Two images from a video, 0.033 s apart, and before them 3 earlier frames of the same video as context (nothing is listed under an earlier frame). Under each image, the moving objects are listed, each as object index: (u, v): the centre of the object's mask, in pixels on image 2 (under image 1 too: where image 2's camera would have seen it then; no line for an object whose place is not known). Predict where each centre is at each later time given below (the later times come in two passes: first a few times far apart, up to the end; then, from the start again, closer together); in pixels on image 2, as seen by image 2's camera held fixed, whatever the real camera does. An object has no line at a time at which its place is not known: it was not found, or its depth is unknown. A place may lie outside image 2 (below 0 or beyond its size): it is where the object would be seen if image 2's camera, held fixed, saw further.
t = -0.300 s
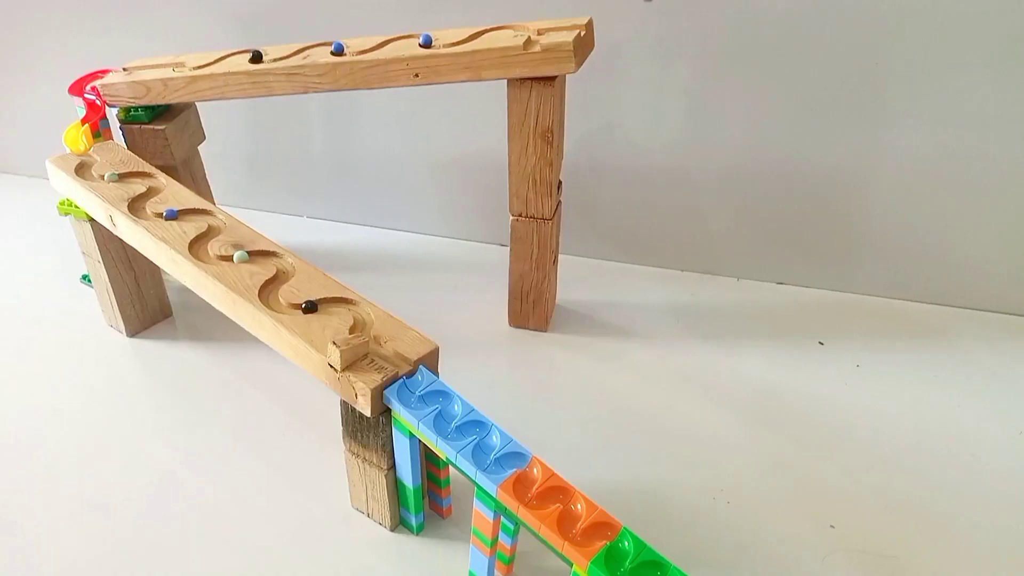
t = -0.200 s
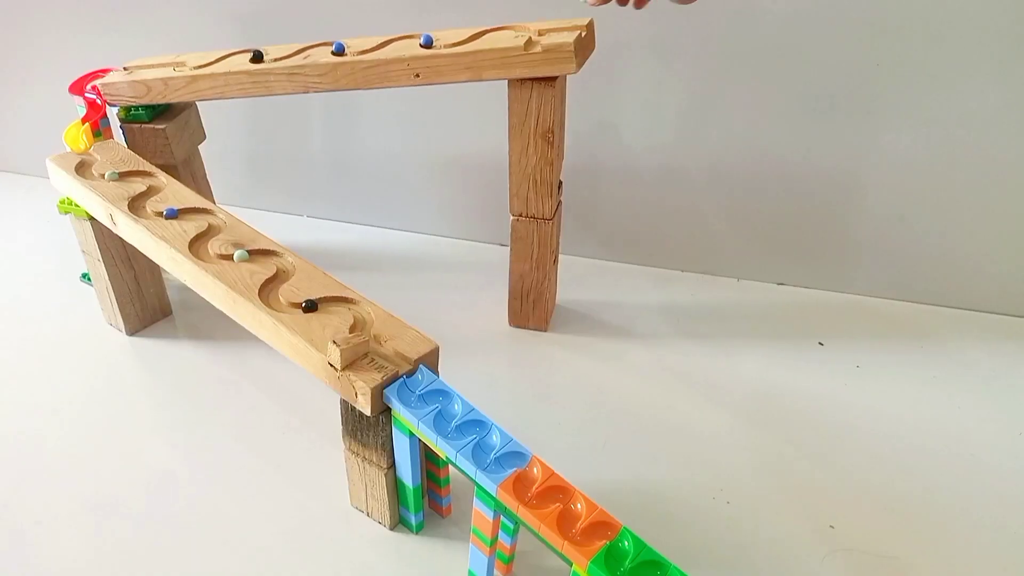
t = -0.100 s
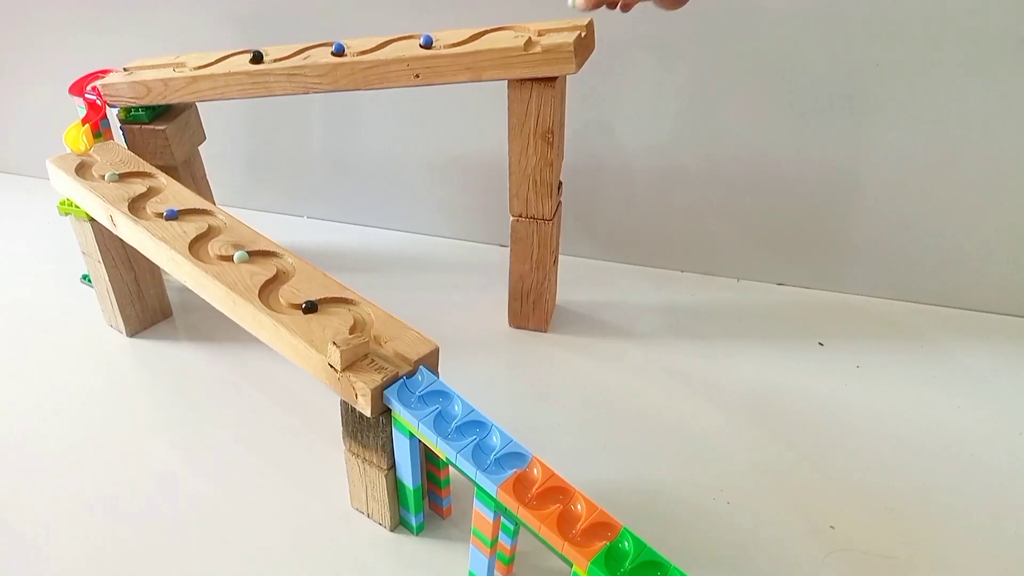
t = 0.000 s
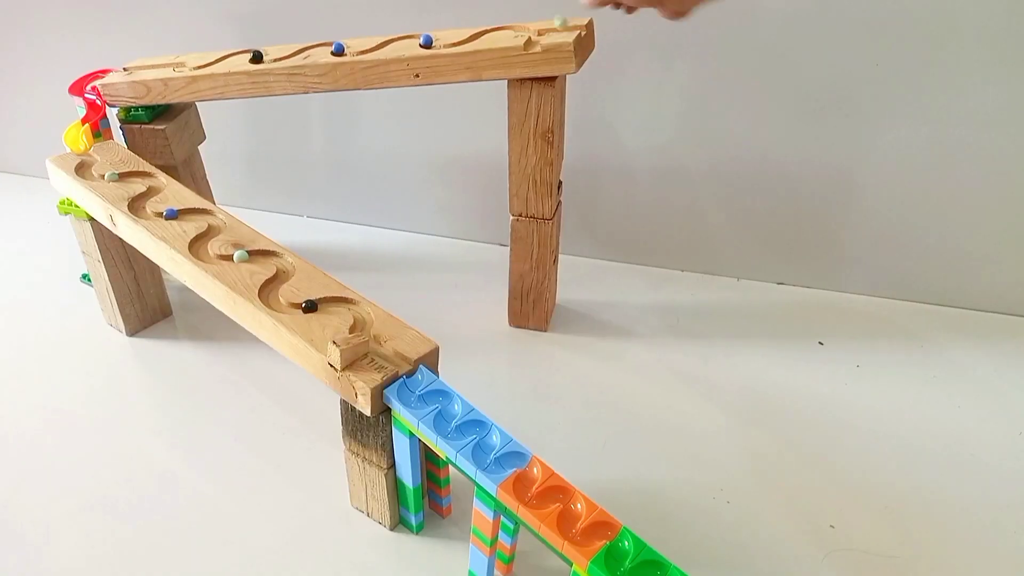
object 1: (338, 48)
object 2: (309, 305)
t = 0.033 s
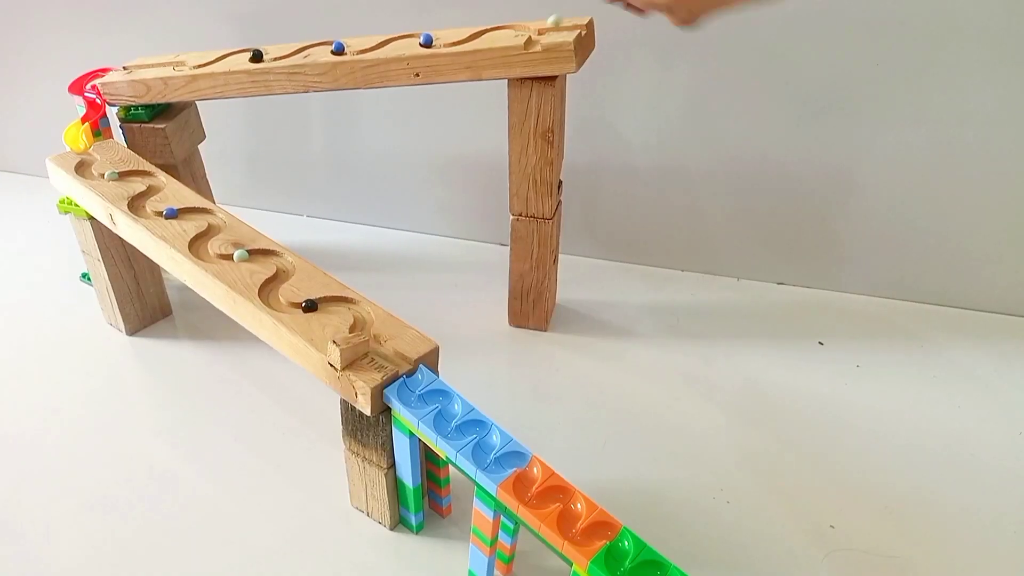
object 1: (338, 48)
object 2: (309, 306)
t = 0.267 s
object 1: (338, 48)
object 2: (309, 305)
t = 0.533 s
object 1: (338, 48)
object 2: (309, 305)
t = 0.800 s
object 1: (338, 48)
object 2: (309, 305)
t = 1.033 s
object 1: (338, 48)
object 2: (309, 305)
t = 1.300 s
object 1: (338, 48)
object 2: (309, 306)
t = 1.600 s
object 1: (339, 48)
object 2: (309, 305)
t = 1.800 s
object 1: (340, 42)
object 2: (309, 306)
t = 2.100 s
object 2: (309, 306)
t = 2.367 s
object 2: (309, 306)
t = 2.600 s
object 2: (309, 306)
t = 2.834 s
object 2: (309, 306)
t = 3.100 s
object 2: (309, 305)
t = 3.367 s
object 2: (309, 306)
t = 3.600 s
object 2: (309, 306)
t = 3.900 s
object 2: (309, 306)
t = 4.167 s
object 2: (309, 306)
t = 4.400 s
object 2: (309, 305)
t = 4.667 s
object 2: (309, 305)
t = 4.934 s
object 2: (309, 306)
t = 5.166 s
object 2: (309, 306)
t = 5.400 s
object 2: (309, 306)
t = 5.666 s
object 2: (310, 305)
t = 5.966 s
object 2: (310, 305)
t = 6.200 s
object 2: (310, 305)
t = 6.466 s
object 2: (309, 305)
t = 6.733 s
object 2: (310, 305)
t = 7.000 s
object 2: (309, 306)
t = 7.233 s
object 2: (309, 305)
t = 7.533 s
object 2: (326, 300)
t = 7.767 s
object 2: (356, 305)
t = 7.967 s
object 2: (365, 324)
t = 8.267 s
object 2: (383, 348)
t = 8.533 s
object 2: (409, 386)
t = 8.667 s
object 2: (425, 400)
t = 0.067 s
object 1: (338, 48)
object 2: (309, 305)
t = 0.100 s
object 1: (338, 48)
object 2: (309, 306)
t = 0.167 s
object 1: (338, 48)
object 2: (309, 306)
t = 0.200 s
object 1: (338, 48)
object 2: (309, 305)
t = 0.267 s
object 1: (338, 48)
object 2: (309, 305)
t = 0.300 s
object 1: (338, 48)
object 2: (309, 306)
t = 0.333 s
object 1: (338, 48)
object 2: (309, 305)
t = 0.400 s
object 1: (338, 48)
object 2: (309, 305)
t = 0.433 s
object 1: (338, 48)
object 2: (309, 306)
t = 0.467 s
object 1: (338, 48)
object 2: (309, 306)
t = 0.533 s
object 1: (338, 48)
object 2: (309, 305)
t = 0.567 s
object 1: (338, 48)
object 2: (309, 305)
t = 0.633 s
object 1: (338, 48)
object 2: (309, 306)
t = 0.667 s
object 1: (338, 48)
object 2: (309, 306)
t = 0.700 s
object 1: (338, 48)
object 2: (309, 305)
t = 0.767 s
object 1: (338, 48)
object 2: (309, 306)
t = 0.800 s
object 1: (338, 48)
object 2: (309, 305)
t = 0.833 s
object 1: (338, 48)
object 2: (309, 305)
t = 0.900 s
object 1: (338, 48)
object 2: (309, 305)
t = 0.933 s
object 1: (338, 48)
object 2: (310, 305)
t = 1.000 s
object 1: (338, 48)
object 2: (309, 305)
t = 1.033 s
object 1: (338, 48)
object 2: (309, 305)
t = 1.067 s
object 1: (338, 48)
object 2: (309, 305)
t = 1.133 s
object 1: (338, 48)
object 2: (310, 305)
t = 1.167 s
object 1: (338, 48)
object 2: (310, 305)
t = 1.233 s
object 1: (338, 48)
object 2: (309, 306)
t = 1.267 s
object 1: (338, 48)
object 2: (309, 306)
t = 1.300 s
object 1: (338, 48)
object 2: (309, 306)
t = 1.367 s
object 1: (338, 48)
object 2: (309, 305)
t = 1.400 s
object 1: (338, 48)
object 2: (309, 306)
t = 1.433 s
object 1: (338, 48)
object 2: (309, 306)
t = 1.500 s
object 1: (338, 48)
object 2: (309, 305)
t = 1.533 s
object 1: (338, 48)
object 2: (309, 305)
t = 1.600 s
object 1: (339, 48)
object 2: (309, 305)
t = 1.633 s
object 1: (339, 48)
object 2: (309, 305)
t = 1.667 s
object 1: (339, 47)
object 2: (309, 306)
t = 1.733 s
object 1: (339, 44)
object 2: (309, 306)
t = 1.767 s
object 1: (340, 43)
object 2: (309, 305)
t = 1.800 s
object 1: (340, 42)
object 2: (309, 306)
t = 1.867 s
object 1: (332, 40)
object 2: (309, 305)
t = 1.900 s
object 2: (309, 306)
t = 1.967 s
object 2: (309, 306)
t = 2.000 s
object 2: (309, 306)
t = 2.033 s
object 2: (309, 306)
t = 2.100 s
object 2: (309, 306)
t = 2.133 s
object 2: (309, 305)
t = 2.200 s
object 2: (309, 306)
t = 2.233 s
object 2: (309, 305)
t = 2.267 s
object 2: (309, 305)
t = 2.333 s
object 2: (309, 306)
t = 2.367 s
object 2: (309, 306)
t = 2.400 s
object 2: (309, 306)
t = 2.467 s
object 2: (309, 306)
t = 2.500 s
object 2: (309, 306)
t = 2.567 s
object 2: (309, 305)
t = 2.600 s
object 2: (309, 306)
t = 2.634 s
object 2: (309, 306)
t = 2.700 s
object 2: (309, 306)
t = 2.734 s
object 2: (309, 306)
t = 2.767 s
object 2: (309, 305)
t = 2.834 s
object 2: (309, 306)
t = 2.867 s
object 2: (309, 305)
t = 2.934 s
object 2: (309, 306)
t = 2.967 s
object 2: (309, 306)
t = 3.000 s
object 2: (309, 306)
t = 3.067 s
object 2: (309, 306)
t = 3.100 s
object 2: (309, 305)
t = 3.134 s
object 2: (309, 305)
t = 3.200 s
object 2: (309, 306)
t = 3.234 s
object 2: (309, 306)
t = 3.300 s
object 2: (309, 306)
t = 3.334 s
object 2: (309, 306)
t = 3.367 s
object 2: (309, 306)
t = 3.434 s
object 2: (309, 305)
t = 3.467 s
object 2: (309, 305)
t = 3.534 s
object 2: (309, 306)
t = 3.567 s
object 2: (309, 306)
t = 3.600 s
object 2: (309, 306)
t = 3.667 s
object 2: (309, 306)
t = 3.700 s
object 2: (309, 305)
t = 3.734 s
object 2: (309, 305)
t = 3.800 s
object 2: (309, 306)
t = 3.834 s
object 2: (309, 306)
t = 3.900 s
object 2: (309, 306)
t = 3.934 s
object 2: (309, 306)
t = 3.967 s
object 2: (309, 305)
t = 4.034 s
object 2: (309, 305)
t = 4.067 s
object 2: (309, 306)
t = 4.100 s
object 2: (309, 305)
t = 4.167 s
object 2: (309, 306)
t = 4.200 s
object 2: (309, 306)
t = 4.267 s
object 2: (309, 305)
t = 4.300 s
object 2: (309, 306)
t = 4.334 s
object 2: (309, 305)
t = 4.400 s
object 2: (309, 305)
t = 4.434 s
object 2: (309, 306)
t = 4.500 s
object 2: (309, 306)
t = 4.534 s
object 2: (309, 306)
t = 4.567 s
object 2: (309, 306)
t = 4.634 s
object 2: (309, 305)
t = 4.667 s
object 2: (309, 305)
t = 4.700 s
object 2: (309, 306)
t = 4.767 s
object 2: (309, 306)
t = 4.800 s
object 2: (309, 306)
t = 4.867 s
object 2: (309, 306)
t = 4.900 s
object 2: (309, 306)
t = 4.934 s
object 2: (309, 306)
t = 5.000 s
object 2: (309, 305)
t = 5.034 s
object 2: (309, 305)
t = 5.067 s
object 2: (309, 306)
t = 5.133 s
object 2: (309, 306)
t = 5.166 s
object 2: (309, 306)
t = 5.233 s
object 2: (309, 305)
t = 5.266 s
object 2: (309, 305)
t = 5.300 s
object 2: (309, 305)
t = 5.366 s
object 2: (309, 306)
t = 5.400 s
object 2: (309, 306)
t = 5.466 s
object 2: (309, 306)
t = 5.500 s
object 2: (309, 305)
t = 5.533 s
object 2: (310, 305)
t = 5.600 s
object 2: (310, 305)
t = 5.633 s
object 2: (310, 305)
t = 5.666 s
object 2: (310, 305)
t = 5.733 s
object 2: (309, 305)
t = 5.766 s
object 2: (309, 305)
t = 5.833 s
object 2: (310, 305)
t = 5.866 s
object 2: (309, 305)
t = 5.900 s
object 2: (310, 305)
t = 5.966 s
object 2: (310, 305)
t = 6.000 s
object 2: (309, 305)
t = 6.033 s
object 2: (310, 305)
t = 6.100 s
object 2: (309, 305)
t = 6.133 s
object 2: (310, 305)
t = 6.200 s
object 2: (310, 305)
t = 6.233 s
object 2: (310, 305)
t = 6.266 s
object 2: (309, 305)
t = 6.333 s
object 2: (309, 305)
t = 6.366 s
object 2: (310, 305)
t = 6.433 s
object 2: (310, 305)
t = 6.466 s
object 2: (309, 305)
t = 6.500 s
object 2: (309, 306)
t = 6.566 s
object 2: (309, 305)
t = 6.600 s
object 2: (310, 305)
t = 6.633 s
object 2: (310, 305)
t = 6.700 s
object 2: (309, 305)
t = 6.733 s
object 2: (310, 305)
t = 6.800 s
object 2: (309, 306)
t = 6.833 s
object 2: (309, 305)
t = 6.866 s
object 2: (309, 306)
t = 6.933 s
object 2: (309, 306)
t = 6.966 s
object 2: (309, 305)
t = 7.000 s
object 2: (309, 306)
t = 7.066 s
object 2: (309, 306)
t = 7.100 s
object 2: (309, 306)
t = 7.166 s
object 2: (310, 305)
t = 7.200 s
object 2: (309, 305)
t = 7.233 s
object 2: (309, 305)
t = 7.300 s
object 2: (309, 306)
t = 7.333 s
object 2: (309, 306)
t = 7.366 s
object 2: (310, 305)
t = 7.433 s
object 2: (316, 304)
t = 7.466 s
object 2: (319, 302)
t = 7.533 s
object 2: (326, 300)
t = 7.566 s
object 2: (331, 300)
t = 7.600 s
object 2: (336, 300)
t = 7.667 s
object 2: (345, 300)
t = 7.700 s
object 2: (348, 302)
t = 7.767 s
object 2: (356, 305)
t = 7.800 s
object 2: (360, 307)
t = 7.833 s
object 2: (363, 310)
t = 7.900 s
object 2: (366, 316)
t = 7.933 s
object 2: (366, 320)
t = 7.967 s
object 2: (365, 324)
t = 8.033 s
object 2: (361, 329)
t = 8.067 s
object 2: (361, 331)
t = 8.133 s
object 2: (370, 339)
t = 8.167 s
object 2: (373, 341)
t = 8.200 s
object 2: (375, 344)
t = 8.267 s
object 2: (383, 348)
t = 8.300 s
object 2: (388, 351)
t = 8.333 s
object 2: (394, 356)
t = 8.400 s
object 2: (406, 365)
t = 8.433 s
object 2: (411, 368)
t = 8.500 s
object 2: (414, 381)
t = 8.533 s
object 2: (409, 386)
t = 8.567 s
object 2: (406, 392)
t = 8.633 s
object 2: (417, 401)
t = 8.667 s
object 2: (425, 400)
